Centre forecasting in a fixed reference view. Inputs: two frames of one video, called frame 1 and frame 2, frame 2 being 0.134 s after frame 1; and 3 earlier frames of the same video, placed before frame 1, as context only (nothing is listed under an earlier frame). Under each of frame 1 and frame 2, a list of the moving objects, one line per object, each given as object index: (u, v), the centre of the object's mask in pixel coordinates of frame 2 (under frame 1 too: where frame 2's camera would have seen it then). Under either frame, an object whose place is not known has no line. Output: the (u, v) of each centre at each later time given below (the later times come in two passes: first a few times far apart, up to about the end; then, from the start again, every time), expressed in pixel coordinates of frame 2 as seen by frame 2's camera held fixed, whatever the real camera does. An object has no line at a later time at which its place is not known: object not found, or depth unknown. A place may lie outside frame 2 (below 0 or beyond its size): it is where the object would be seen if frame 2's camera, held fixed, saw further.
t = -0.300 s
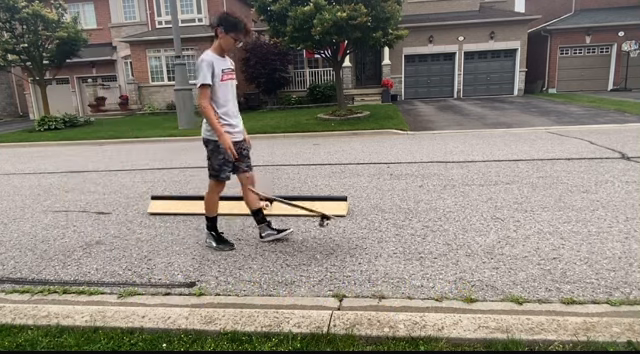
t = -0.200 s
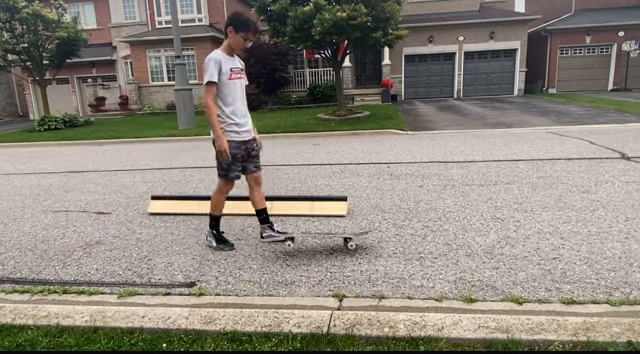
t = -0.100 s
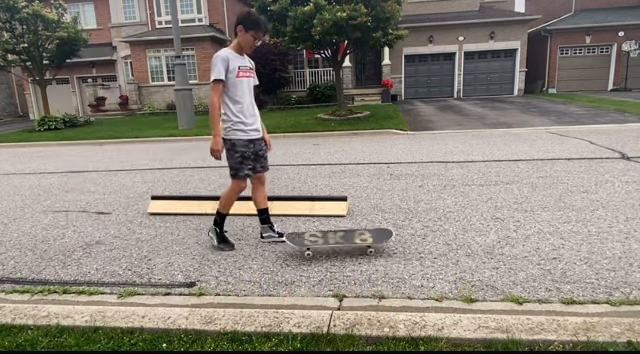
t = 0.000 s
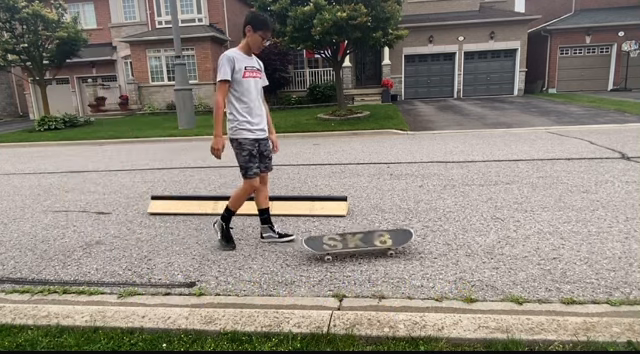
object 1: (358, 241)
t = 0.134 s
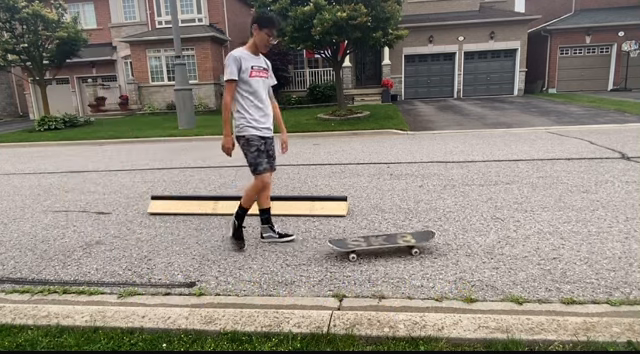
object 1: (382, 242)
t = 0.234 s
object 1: (399, 240)
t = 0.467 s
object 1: (435, 237)
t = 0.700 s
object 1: (466, 235)
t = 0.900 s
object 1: (489, 232)
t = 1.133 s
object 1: (513, 229)
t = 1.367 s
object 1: (533, 228)
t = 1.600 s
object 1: (551, 225)
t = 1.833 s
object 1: (566, 224)
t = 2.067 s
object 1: (578, 222)
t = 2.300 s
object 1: (588, 221)
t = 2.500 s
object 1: (595, 220)
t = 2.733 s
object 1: (601, 220)
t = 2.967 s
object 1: (603, 219)
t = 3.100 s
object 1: (603, 219)
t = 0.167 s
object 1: (388, 241)
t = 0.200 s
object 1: (393, 241)
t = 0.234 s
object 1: (399, 240)
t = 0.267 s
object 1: (404, 240)
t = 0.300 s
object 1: (410, 239)
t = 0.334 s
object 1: (415, 239)
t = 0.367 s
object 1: (420, 238)
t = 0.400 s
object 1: (426, 238)
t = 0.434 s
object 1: (430, 238)
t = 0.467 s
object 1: (435, 237)
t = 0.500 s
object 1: (440, 237)
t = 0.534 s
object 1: (445, 236)
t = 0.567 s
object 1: (449, 236)
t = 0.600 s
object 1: (454, 235)
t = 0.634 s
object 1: (458, 235)
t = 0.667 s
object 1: (462, 235)
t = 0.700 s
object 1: (466, 235)
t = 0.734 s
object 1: (471, 234)
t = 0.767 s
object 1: (474, 234)
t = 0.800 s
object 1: (479, 233)
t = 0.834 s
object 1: (482, 233)
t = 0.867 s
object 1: (486, 232)
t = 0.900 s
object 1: (489, 232)
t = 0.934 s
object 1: (493, 231)
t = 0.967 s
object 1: (497, 231)
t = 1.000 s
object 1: (500, 231)
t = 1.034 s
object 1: (503, 230)
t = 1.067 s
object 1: (506, 230)
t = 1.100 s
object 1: (511, 230)
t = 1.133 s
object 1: (513, 229)
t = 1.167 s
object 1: (517, 229)
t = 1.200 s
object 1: (519, 229)
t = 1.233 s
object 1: (523, 228)
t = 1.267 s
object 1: (525, 228)
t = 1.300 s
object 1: (528, 228)
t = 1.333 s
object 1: (531, 228)
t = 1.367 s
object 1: (533, 228)
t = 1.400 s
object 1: (536, 227)
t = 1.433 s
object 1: (539, 227)
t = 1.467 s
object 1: (541, 226)
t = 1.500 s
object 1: (543, 226)
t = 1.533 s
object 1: (546, 226)
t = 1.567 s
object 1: (548, 226)
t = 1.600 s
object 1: (551, 225)
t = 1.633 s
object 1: (553, 225)
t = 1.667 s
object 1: (556, 225)
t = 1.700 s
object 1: (558, 225)
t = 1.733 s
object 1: (560, 224)
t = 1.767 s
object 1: (562, 224)
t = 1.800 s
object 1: (564, 224)
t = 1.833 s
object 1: (566, 224)
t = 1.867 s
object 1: (568, 224)
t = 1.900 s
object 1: (570, 223)
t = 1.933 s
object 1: (572, 223)
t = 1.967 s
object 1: (574, 223)
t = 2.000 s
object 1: (575, 223)
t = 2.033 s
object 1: (576, 223)
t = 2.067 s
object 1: (578, 222)
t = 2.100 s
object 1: (579, 222)
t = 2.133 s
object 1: (581, 222)
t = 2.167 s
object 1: (582, 222)
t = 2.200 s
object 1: (584, 222)
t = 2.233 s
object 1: (585, 221)
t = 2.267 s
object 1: (586, 221)
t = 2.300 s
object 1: (588, 221)
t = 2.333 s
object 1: (589, 221)
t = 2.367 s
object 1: (589, 220)
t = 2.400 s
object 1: (591, 220)
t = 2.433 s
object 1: (593, 220)
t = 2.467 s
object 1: (594, 220)
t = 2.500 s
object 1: (595, 220)
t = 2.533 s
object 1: (596, 220)
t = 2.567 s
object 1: (597, 220)
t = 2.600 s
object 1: (597, 220)
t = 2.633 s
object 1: (598, 220)
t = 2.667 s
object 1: (599, 220)
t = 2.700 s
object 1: (600, 220)
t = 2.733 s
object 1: (601, 220)
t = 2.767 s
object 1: (601, 220)
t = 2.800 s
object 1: (602, 220)
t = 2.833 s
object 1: (602, 220)
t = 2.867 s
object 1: (602, 220)
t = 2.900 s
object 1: (602, 220)
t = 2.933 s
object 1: (602, 219)
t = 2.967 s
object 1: (603, 219)
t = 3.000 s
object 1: (603, 219)
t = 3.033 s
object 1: (603, 219)
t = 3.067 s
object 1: (603, 219)
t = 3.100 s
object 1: (603, 219)
